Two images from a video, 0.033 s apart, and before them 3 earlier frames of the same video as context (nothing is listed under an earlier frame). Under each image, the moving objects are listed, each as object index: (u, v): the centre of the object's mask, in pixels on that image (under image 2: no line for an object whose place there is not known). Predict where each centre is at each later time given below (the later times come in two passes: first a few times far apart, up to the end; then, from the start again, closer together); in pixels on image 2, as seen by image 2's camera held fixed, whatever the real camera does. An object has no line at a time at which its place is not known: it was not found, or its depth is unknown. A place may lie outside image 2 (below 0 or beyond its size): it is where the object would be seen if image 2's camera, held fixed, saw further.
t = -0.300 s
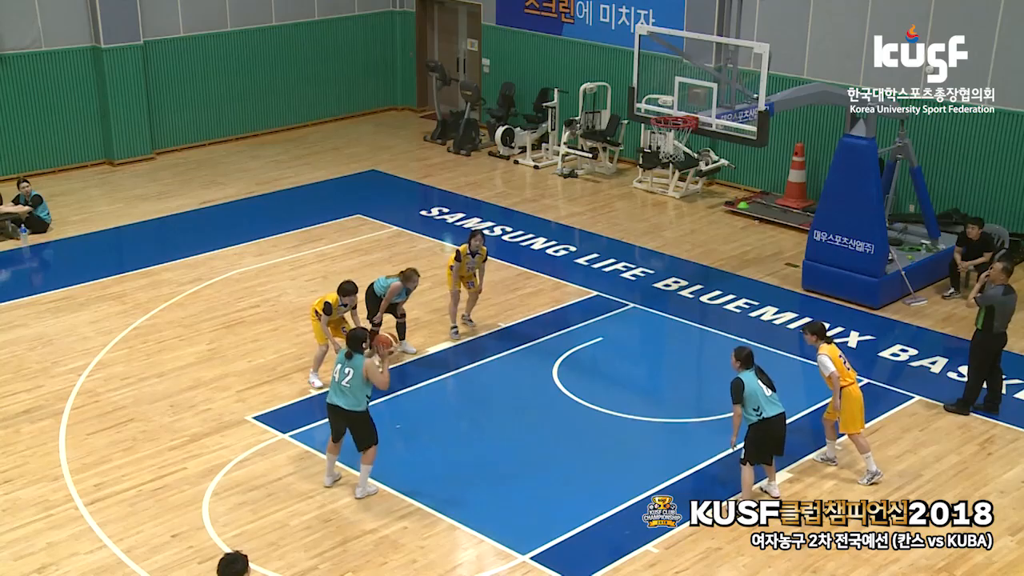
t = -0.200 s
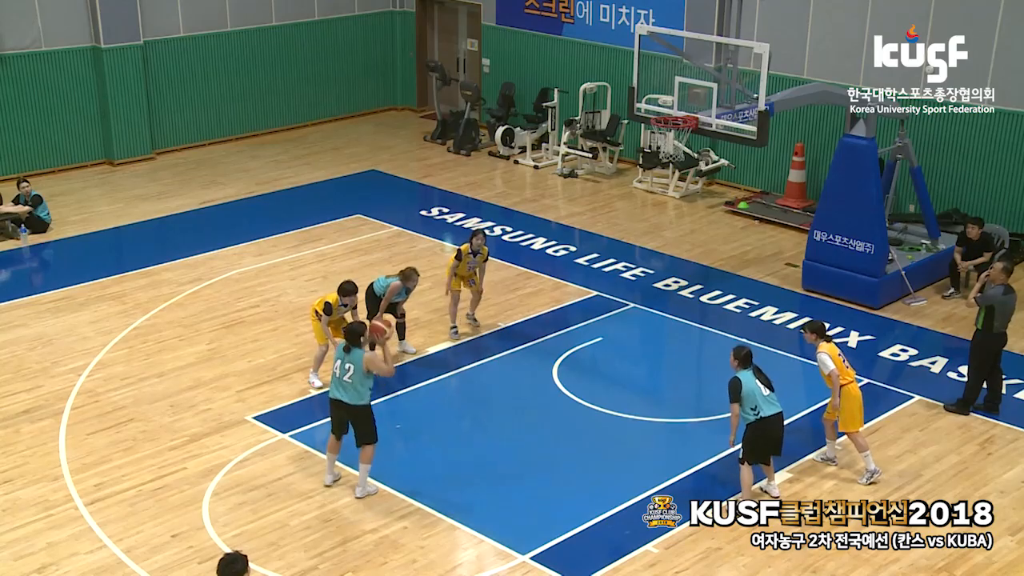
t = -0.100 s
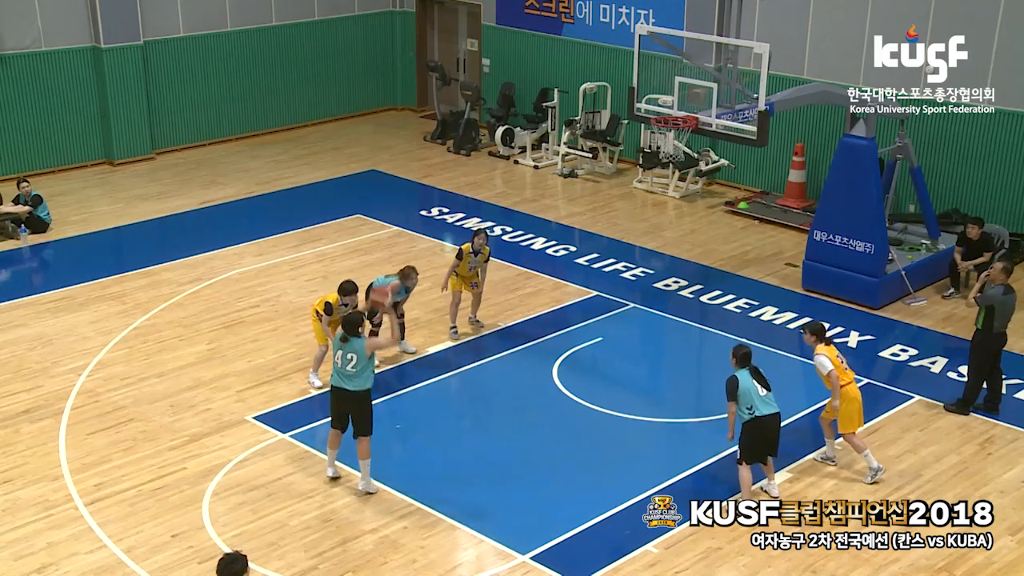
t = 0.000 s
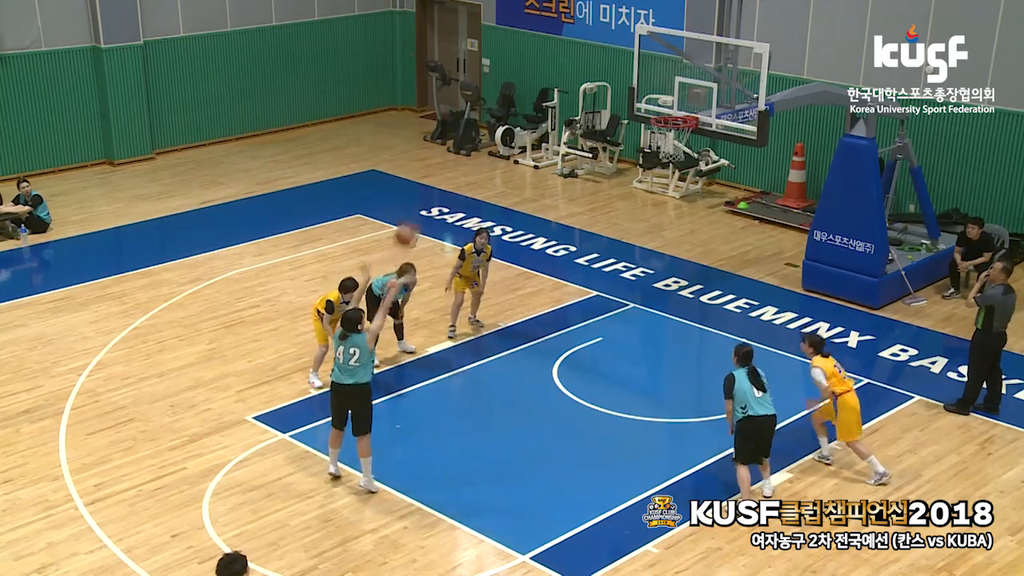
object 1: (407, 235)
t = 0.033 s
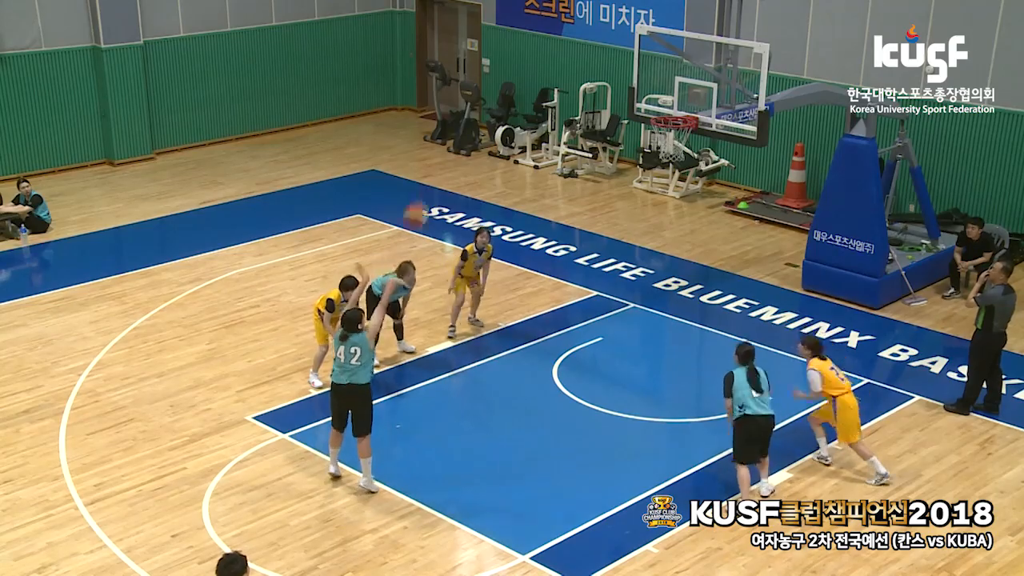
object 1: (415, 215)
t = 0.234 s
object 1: (474, 117)
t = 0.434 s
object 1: (534, 61)
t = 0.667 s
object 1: (596, 45)
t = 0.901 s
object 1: (651, 78)
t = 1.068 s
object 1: (677, 127)
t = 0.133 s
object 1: (446, 163)
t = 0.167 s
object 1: (457, 144)
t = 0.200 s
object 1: (466, 131)
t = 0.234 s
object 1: (474, 117)
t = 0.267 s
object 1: (487, 105)
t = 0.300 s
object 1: (496, 93)
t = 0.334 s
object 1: (505, 84)
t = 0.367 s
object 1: (514, 76)
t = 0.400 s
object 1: (525, 67)
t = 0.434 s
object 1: (534, 61)
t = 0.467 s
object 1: (543, 55)
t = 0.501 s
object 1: (552, 51)
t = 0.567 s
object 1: (570, 45)
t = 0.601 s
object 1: (578, 44)
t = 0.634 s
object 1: (588, 44)
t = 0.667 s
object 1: (596, 45)
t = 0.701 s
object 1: (604, 46)
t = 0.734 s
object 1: (612, 49)
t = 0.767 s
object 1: (620, 53)
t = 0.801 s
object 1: (628, 58)
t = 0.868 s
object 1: (643, 70)
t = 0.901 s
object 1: (651, 78)
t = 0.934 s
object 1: (658, 86)
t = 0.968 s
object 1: (665, 95)
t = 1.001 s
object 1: (671, 107)
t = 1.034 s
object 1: (678, 118)
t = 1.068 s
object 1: (677, 127)
